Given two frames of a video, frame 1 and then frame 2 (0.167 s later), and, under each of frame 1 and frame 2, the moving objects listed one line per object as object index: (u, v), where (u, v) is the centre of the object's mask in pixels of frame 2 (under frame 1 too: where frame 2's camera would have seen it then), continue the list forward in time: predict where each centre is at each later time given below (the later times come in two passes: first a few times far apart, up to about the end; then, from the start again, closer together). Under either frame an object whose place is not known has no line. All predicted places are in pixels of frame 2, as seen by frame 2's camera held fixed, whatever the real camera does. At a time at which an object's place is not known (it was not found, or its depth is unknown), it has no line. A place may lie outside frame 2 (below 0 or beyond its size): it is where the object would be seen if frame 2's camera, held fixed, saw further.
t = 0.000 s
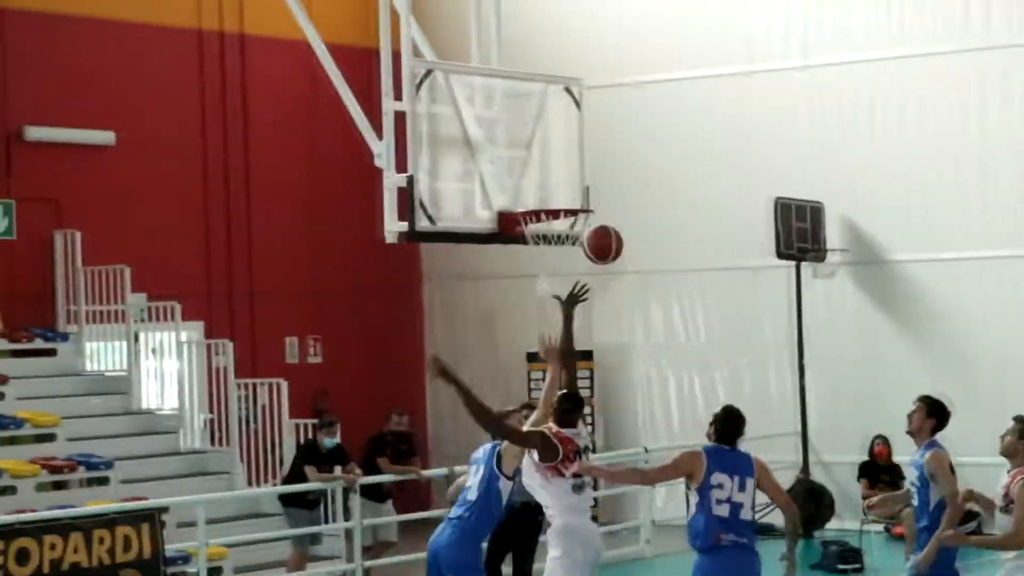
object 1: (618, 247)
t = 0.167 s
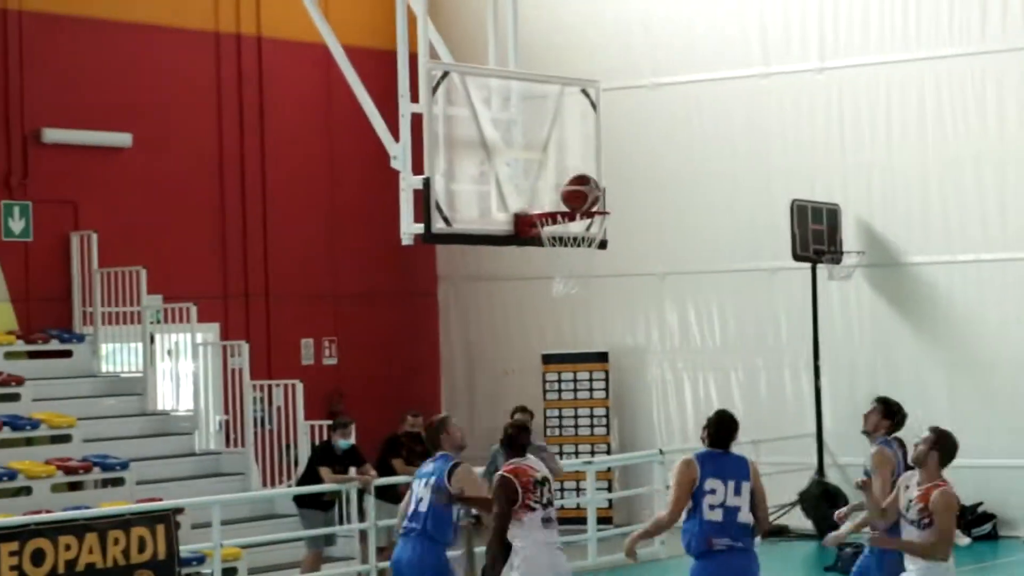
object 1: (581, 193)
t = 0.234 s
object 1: (564, 183)
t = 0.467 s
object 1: (541, 186)
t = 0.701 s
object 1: (579, 182)
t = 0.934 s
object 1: (583, 197)
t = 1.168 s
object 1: (556, 223)
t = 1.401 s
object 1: (563, 287)
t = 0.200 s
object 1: (572, 187)
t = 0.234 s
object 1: (564, 183)
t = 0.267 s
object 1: (559, 182)
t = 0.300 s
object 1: (552, 182)
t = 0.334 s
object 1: (546, 184)
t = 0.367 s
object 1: (539, 187)
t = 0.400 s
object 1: (531, 194)
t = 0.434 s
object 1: (537, 190)
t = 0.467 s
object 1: (541, 186)
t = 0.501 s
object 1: (546, 180)
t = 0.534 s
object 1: (551, 177)
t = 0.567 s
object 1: (557, 175)
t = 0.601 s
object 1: (563, 174)
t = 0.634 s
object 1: (569, 176)
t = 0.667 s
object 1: (575, 179)
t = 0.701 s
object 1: (579, 182)
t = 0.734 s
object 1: (585, 189)
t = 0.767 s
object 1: (591, 197)
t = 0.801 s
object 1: (592, 197)
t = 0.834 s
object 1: (589, 195)
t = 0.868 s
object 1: (587, 195)
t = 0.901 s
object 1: (585, 195)
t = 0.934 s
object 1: (583, 197)
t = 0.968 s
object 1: (579, 198)
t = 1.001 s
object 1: (575, 198)
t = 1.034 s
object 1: (571, 198)
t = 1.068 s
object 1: (569, 199)
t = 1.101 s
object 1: (563, 208)
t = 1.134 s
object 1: (560, 214)
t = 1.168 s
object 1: (556, 223)
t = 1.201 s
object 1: (551, 233)
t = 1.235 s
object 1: (551, 240)
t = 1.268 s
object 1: (553, 251)
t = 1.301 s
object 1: (554, 257)
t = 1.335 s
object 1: (557, 264)
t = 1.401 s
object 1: (563, 287)
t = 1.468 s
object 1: (568, 311)
